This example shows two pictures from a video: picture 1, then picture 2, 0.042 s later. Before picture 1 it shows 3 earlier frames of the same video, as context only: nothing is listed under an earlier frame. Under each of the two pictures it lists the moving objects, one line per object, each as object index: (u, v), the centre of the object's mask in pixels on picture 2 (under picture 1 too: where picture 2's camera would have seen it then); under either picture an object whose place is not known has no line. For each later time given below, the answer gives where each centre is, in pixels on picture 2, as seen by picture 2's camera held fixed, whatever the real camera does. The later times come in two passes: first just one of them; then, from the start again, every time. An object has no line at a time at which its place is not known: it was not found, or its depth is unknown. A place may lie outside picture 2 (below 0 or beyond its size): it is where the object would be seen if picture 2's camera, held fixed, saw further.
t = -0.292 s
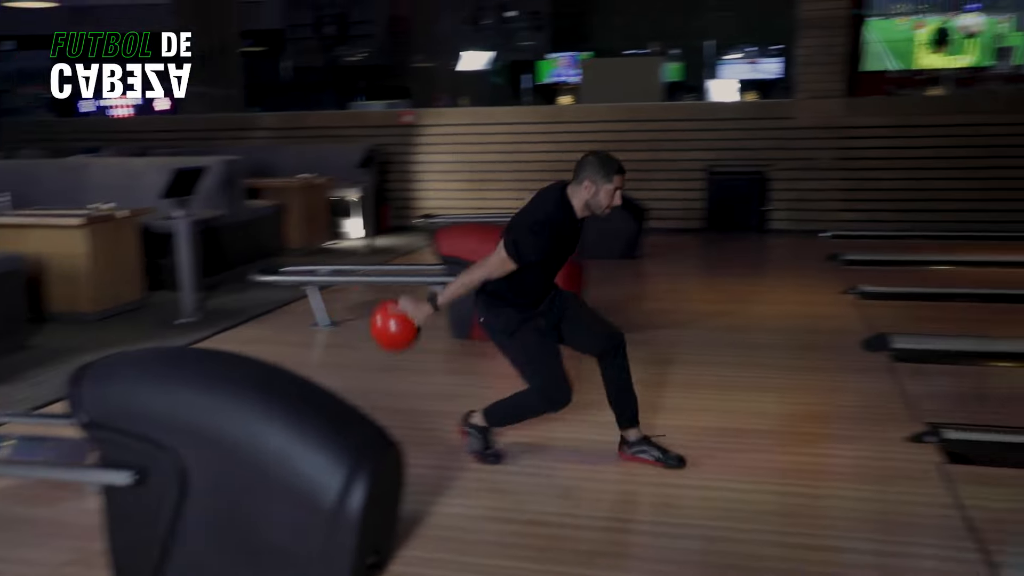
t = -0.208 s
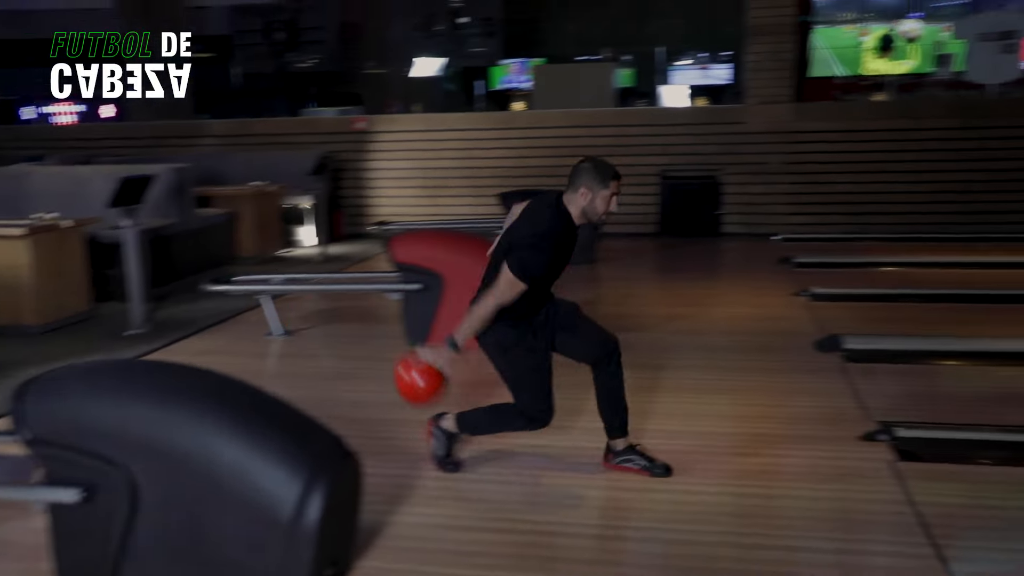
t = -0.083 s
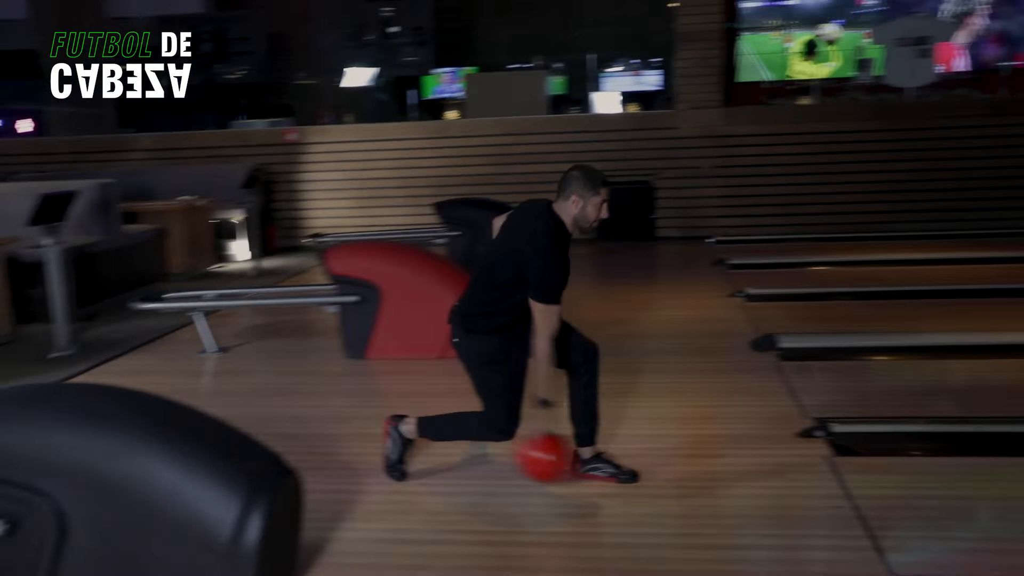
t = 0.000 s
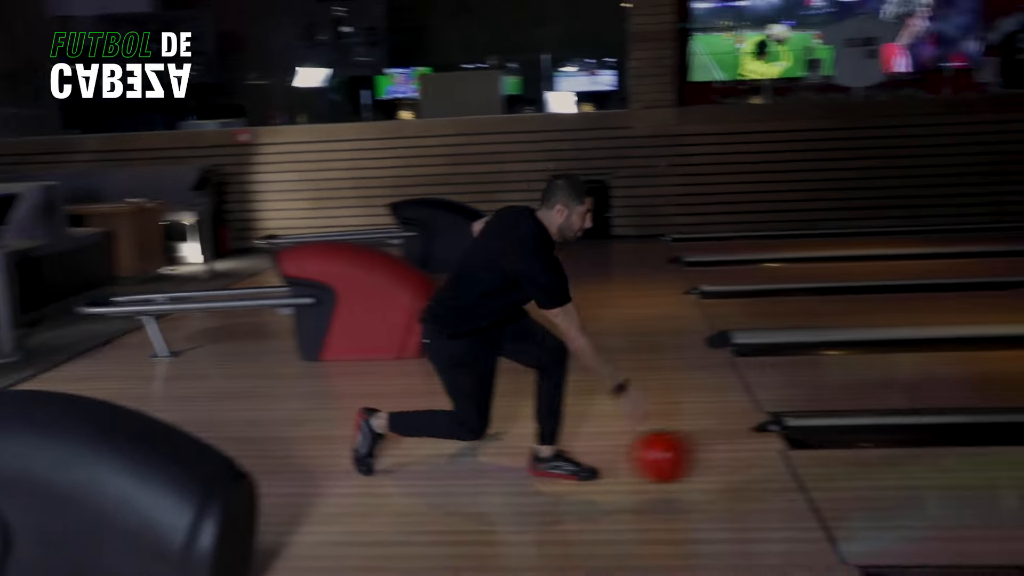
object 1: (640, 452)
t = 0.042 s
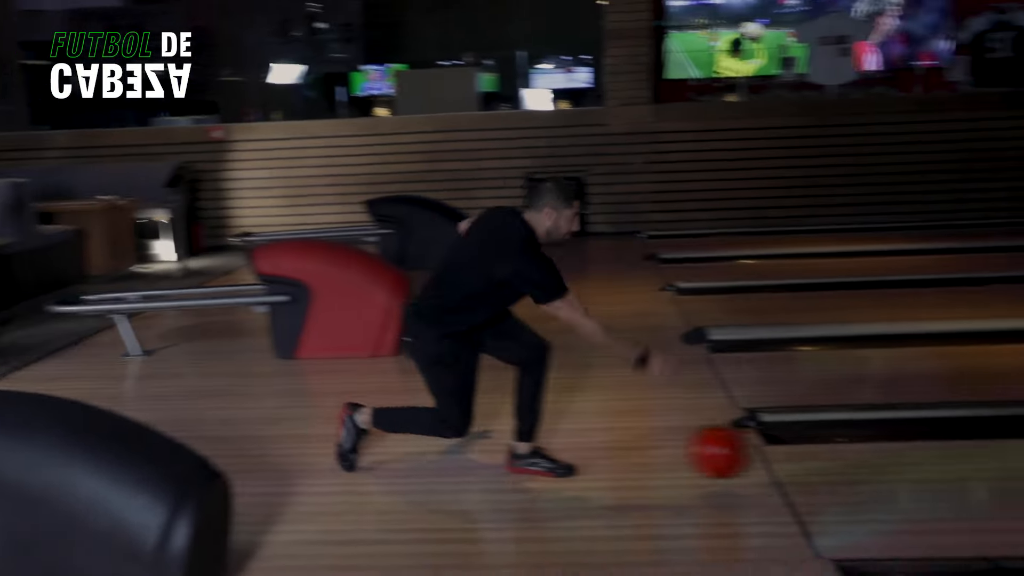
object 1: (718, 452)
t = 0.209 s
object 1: (1046, 463)
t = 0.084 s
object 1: (799, 455)
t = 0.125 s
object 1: (881, 464)
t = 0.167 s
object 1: (963, 464)
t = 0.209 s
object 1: (1046, 463)
